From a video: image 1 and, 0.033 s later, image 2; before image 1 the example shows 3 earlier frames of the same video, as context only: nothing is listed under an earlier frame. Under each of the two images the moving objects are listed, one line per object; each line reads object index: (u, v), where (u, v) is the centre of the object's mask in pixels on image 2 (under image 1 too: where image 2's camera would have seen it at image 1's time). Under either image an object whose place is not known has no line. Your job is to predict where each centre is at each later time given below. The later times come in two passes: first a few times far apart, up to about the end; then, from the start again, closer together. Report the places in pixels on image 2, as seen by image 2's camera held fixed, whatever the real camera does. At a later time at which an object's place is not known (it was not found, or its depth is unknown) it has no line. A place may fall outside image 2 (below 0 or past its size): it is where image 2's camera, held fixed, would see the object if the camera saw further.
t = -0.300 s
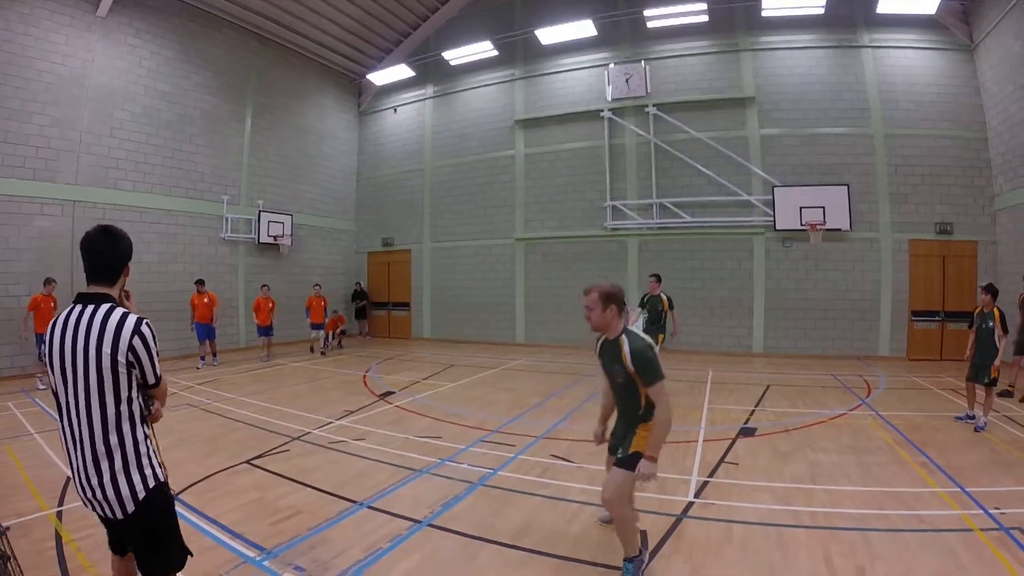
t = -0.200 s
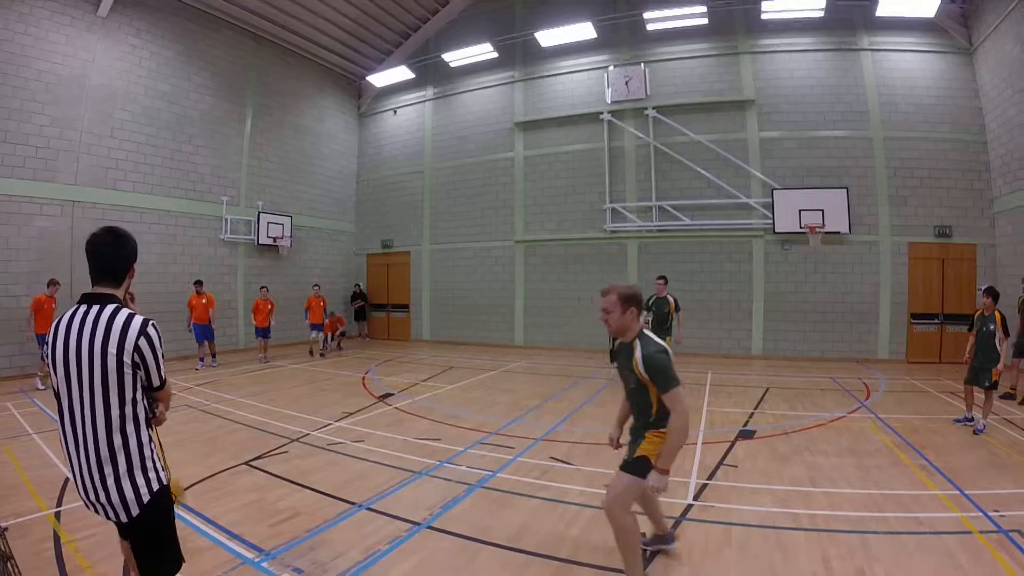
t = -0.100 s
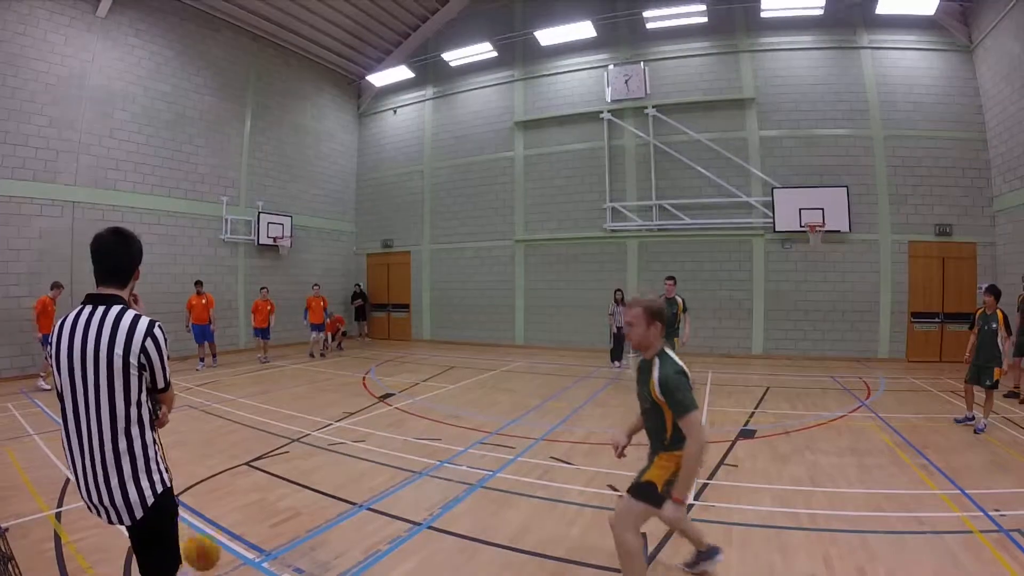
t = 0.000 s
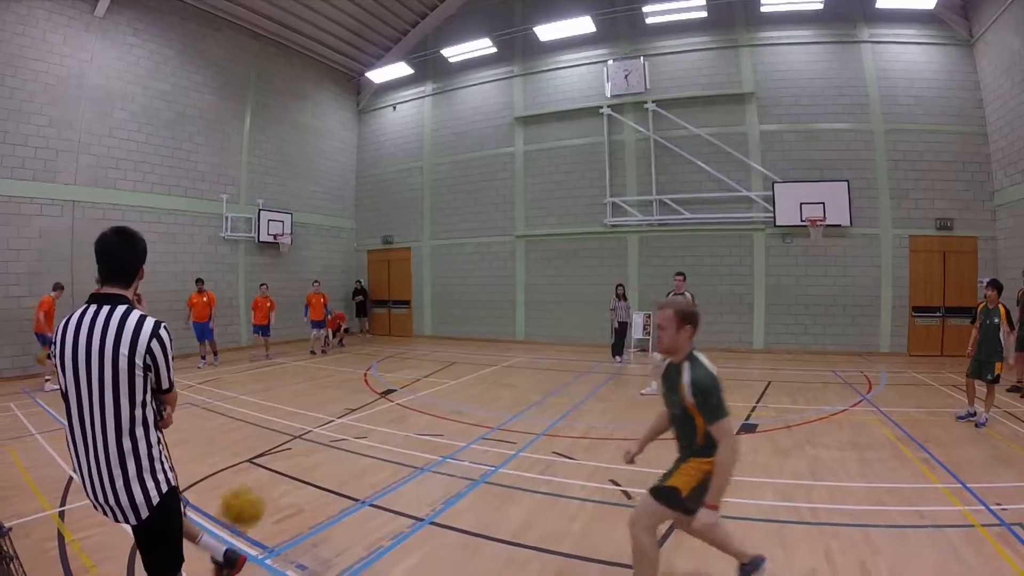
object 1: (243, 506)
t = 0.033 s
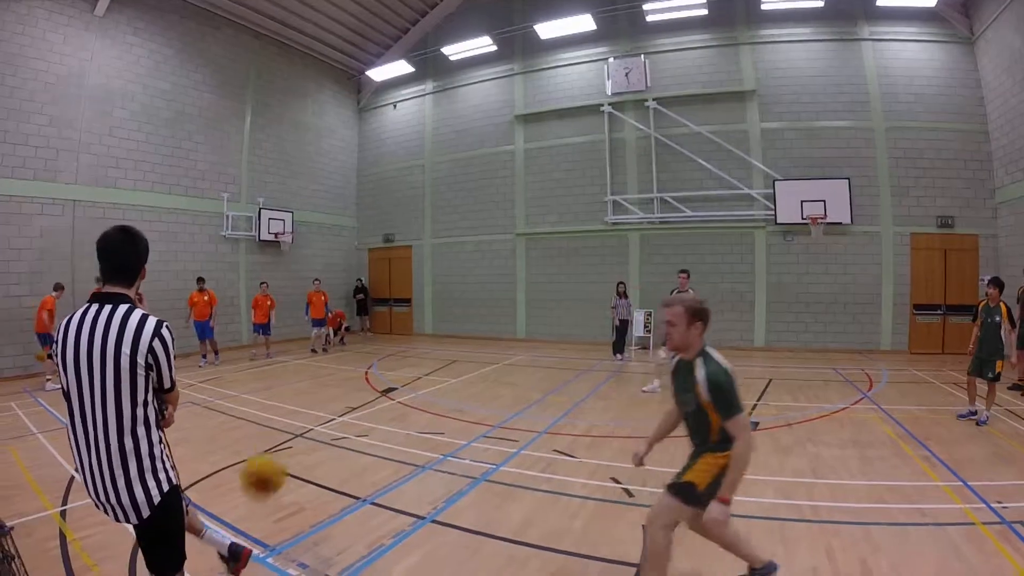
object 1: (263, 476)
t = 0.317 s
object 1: (486, 268)
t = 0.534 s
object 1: (653, 239)
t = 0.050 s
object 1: (275, 460)
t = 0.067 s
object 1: (286, 446)
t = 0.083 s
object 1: (296, 430)
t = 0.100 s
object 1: (308, 414)
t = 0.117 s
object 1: (321, 400)
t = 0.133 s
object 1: (332, 387)
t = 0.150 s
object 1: (348, 371)
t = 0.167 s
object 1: (362, 357)
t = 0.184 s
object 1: (375, 344)
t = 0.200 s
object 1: (388, 334)
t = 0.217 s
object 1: (401, 323)
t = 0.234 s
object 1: (417, 312)
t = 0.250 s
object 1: (429, 303)
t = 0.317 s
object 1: (486, 268)
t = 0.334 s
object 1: (500, 263)
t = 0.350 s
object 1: (513, 257)
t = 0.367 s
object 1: (527, 252)
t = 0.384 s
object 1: (539, 247)
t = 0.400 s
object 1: (553, 244)
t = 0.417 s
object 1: (568, 240)
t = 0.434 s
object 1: (582, 238)
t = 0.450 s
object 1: (592, 237)
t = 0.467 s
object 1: (605, 237)
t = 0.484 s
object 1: (617, 236)
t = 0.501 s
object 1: (628, 237)
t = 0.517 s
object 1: (640, 237)
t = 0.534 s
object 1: (653, 239)
